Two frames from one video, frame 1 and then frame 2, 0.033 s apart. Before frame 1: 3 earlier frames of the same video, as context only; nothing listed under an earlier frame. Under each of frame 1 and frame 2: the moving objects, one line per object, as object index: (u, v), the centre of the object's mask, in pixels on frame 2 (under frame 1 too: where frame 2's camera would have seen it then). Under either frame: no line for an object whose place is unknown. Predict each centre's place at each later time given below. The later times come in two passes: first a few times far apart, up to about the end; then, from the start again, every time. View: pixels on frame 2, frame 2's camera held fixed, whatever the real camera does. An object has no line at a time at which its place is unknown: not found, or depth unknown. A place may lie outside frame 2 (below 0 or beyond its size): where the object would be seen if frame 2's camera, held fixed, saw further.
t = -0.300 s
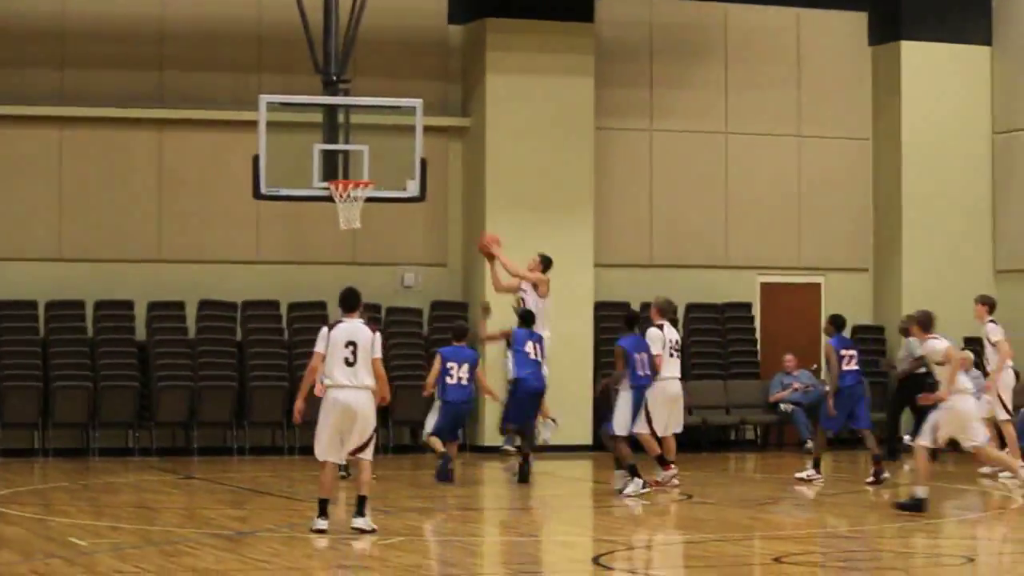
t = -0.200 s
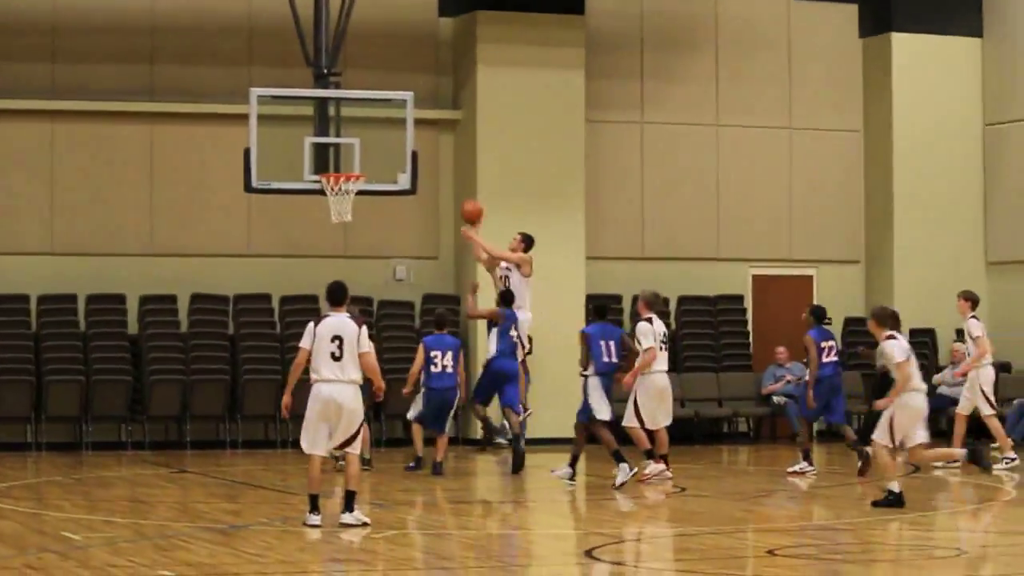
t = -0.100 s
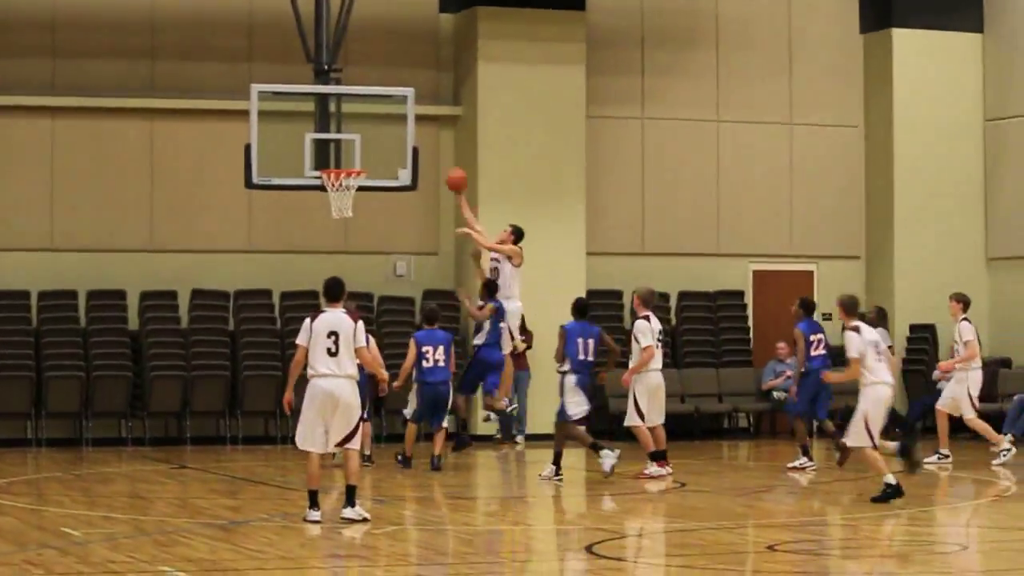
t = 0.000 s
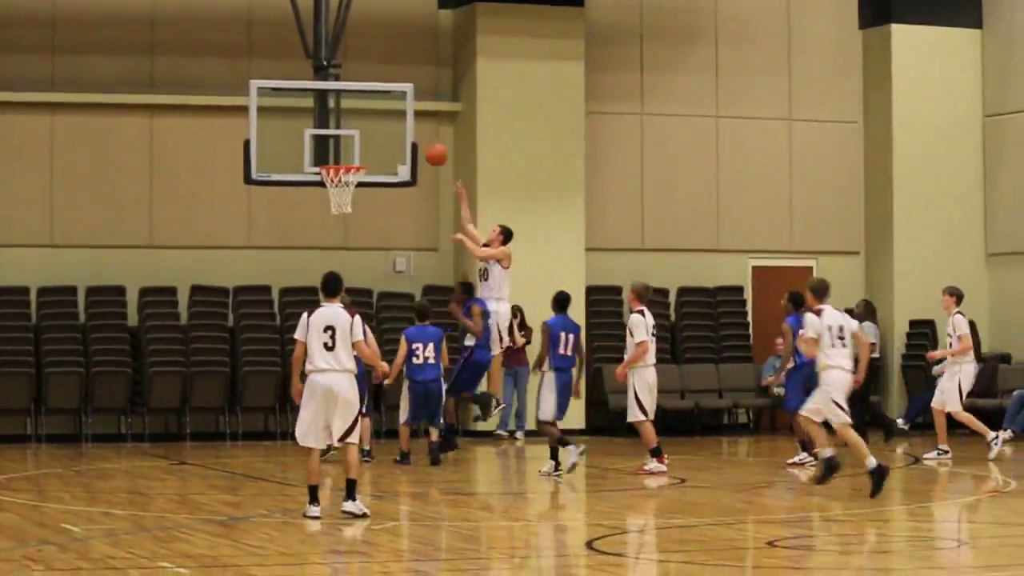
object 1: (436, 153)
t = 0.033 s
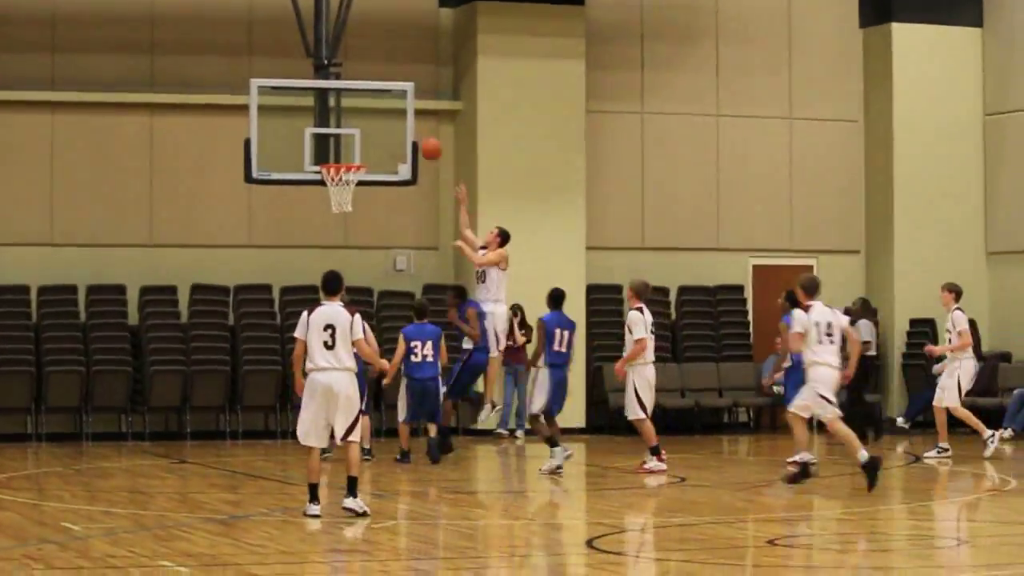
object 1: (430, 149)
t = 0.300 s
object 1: (381, 147)
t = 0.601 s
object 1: (373, 143)
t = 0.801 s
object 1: (377, 169)
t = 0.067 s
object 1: (425, 144)
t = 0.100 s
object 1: (419, 141)
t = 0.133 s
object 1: (412, 140)
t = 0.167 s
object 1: (407, 140)
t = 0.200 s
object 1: (399, 140)
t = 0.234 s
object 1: (394, 141)
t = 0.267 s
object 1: (388, 142)
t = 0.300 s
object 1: (381, 147)
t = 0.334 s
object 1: (375, 151)
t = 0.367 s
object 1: (370, 155)
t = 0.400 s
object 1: (369, 153)
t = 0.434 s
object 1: (370, 148)
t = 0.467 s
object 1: (370, 145)
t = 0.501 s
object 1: (371, 143)
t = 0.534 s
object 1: (371, 142)
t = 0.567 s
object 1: (372, 142)
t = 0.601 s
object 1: (373, 143)
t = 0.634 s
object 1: (374, 145)
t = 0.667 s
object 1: (374, 147)
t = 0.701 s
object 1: (375, 151)
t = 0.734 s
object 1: (375, 156)
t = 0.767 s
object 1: (377, 162)
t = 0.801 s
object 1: (377, 169)
